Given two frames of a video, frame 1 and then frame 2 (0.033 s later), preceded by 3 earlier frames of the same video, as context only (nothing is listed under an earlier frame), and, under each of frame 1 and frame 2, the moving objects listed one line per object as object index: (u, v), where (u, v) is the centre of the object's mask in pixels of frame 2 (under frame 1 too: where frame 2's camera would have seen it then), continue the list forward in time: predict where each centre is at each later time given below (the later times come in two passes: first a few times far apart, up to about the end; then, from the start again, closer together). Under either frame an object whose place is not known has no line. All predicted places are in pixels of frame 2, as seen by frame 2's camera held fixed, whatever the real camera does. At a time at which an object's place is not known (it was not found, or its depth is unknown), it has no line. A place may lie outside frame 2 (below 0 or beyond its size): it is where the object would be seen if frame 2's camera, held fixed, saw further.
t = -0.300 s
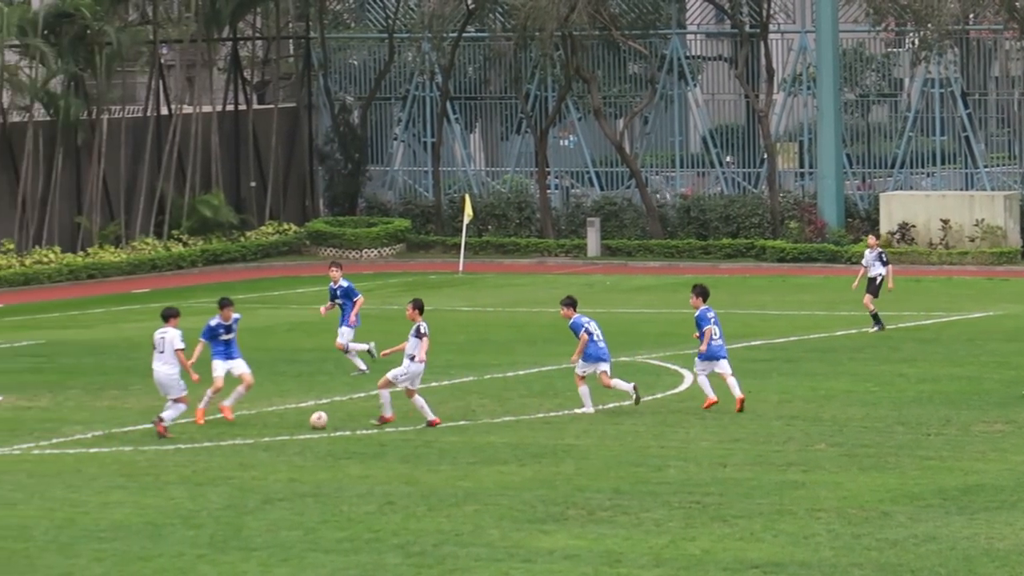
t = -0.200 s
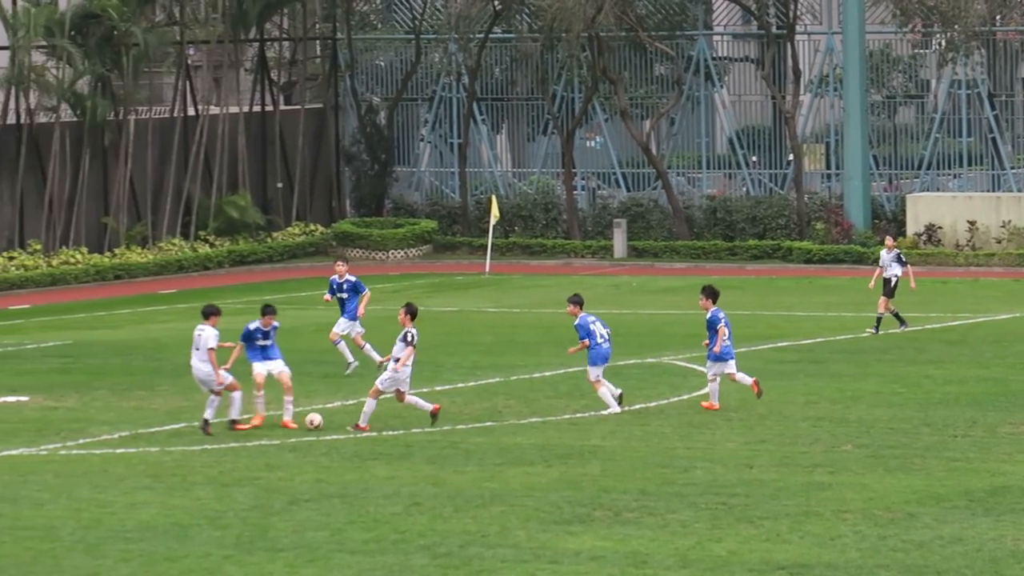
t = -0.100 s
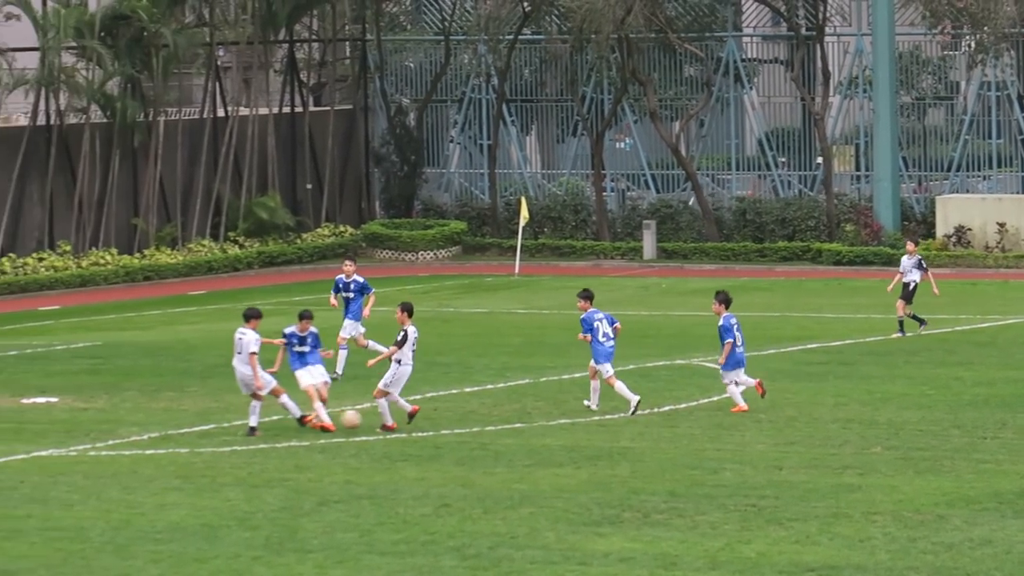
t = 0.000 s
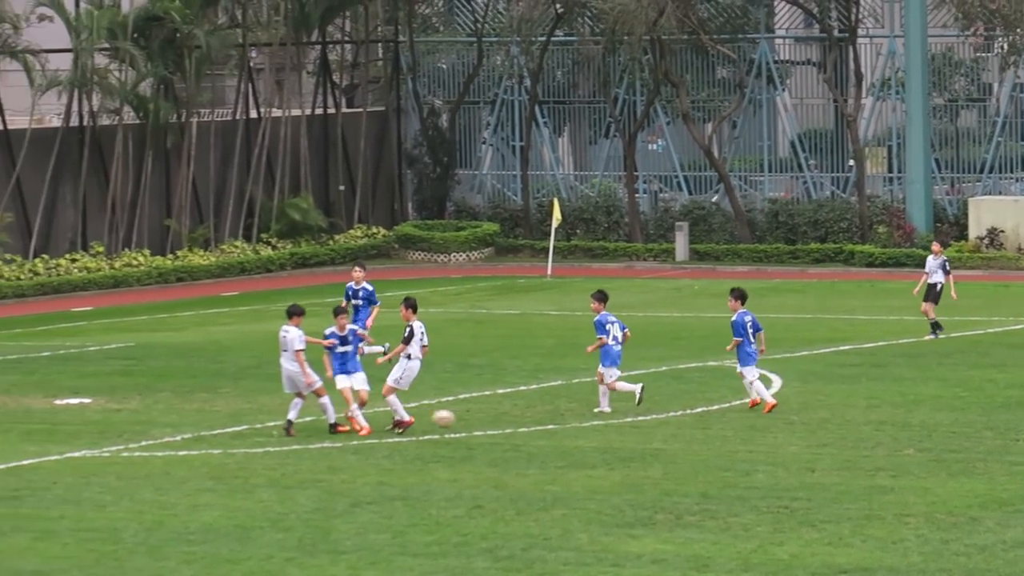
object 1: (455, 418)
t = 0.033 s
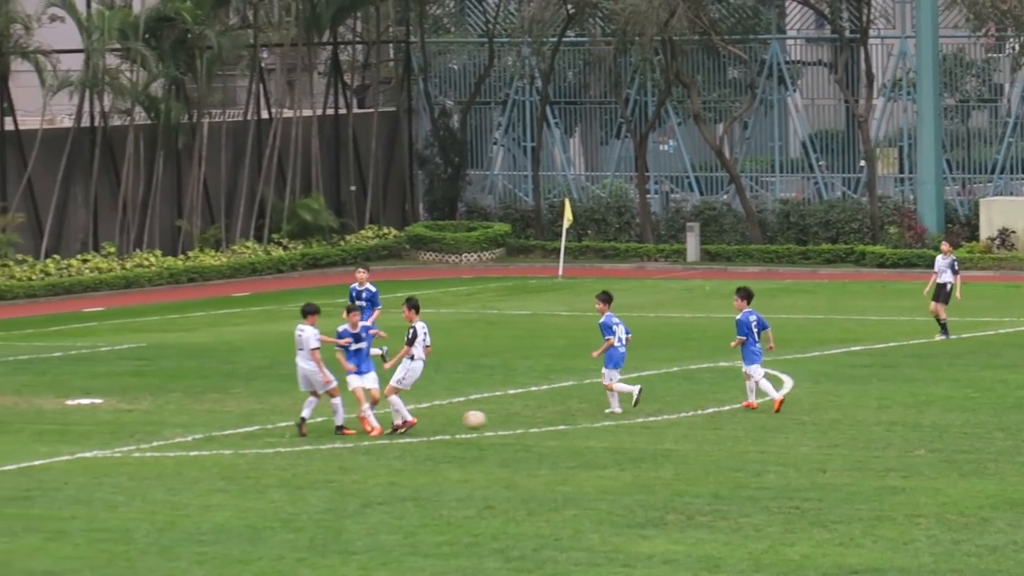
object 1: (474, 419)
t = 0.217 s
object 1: (588, 440)
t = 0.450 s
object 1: (712, 446)
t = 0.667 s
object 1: (819, 474)
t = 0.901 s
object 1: (899, 472)
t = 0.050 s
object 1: (485, 420)
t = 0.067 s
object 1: (495, 422)
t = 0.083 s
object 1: (506, 423)
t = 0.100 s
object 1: (516, 424)
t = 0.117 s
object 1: (525, 425)
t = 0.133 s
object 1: (537, 427)
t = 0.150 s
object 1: (547, 430)
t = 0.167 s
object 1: (557, 431)
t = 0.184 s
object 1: (567, 434)
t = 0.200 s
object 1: (578, 436)
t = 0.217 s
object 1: (588, 440)
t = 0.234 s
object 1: (598, 442)
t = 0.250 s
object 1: (609, 446)
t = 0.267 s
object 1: (620, 452)
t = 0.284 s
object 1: (631, 454)
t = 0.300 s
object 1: (639, 454)
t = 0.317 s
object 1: (646, 452)
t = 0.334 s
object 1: (655, 450)
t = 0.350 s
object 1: (663, 449)
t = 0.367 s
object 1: (670, 448)
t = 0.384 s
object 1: (679, 447)
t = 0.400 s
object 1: (687, 446)
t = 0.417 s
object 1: (695, 446)
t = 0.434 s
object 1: (703, 446)
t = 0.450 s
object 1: (712, 446)
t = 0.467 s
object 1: (720, 447)
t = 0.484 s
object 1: (728, 448)
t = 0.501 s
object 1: (737, 449)
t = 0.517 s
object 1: (745, 450)
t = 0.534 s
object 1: (752, 452)
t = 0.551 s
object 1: (761, 454)
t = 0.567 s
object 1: (770, 456)
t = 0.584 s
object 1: (778, 458)
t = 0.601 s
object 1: (786, 461)
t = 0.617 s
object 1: (795, 464)
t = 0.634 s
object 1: (803, 468)
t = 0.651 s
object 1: (811, 472)
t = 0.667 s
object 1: (819, 474)
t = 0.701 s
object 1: (831, 471)
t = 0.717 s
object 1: (837, 469)
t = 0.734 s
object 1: (842, 468)
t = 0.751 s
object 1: (847, 467)
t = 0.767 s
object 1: (853, 466)
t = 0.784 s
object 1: (859, 466)
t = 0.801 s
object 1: (864, 467)
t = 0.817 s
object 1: (871, 467)
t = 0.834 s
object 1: (876, 467)
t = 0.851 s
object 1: (882, 468)
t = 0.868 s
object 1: (887, 469)
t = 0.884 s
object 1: (893, 471)
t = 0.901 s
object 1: (899, 472)
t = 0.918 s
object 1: (904, 474)
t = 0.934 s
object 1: (910, 476)
